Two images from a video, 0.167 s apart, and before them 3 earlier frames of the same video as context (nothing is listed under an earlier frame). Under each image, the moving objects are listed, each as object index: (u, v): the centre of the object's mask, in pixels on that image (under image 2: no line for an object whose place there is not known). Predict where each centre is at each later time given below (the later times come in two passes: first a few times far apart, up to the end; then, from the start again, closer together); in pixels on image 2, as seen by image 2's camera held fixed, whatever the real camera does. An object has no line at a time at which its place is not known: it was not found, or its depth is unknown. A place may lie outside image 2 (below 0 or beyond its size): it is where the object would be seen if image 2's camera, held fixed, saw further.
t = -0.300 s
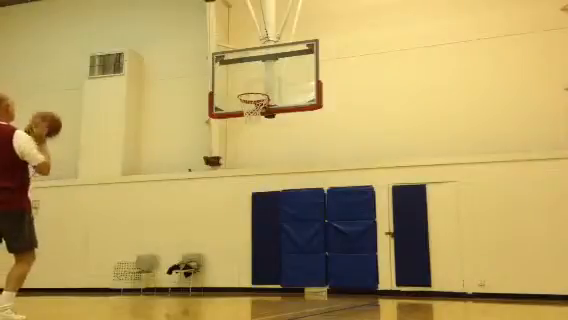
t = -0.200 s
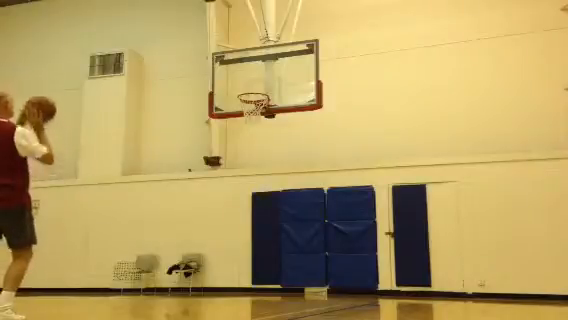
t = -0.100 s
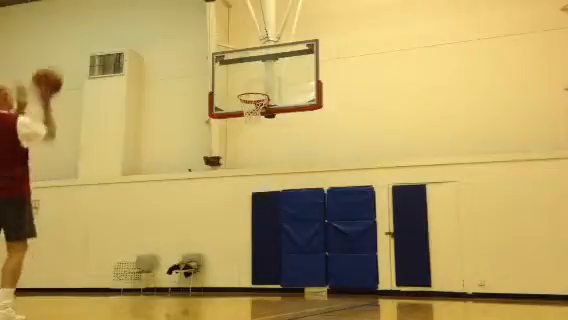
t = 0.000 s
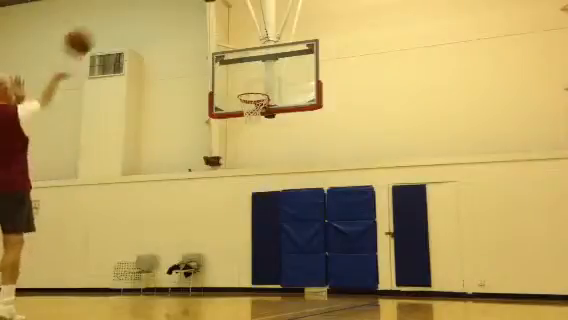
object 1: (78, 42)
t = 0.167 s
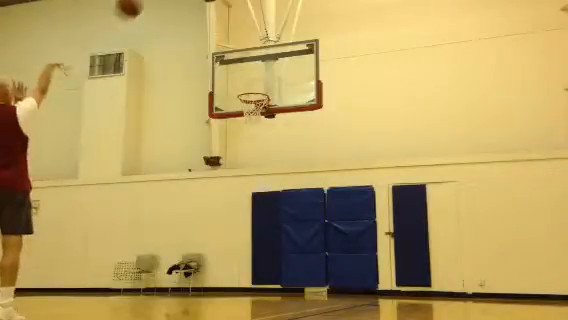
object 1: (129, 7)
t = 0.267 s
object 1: (153, 4)
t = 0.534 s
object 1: (203, 16)
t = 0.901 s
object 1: (250, 93)
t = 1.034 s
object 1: (253, 109)
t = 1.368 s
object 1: (245, 156)
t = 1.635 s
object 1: (237, 253)
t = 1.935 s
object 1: (235, 226)
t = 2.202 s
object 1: (234, 193)
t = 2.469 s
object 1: (231, 209)
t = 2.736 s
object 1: (226, 281)
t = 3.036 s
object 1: (224, 241)
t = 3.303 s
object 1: (221, 245)
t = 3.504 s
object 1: (216, 287)
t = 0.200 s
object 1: (138, 6)
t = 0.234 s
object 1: (146, 5)
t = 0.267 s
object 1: (153, 4)
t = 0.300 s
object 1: (161, 3)
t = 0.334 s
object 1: (167, 3)
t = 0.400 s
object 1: (180, 5)
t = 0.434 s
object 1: (186, 6)
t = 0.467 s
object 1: (192, 8)
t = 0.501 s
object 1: (197, 11)
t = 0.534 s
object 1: (203, 16)
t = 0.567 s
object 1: (208, 21)
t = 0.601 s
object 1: (213, 26)
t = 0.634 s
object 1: (218, 33)
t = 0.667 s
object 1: (223, 40)
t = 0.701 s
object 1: (227, 47)
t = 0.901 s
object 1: (250, 93)
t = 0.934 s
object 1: (254, 100)
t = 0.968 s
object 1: (252, 103)
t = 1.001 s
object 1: (252, 105)
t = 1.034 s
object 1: (253, 109)
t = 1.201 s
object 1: (249, 125)
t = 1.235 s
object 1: (248, 129)
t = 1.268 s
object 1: (247, 135)
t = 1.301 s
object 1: (247, 142)
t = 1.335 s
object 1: (246, 149)
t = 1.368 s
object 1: (245, 156)
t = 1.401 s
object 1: (244, 165)
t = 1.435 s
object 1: (244, 175)
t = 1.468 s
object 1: (243, 185)
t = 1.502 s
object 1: (242, 197)
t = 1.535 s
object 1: (240, 209)
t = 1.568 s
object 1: (239, 222)
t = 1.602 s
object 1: (239, 237)
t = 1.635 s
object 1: (237, 253)
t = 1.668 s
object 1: (236, 270)
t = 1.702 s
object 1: (235, 286)
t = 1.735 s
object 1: (235, 282)
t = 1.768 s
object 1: (236, 272)
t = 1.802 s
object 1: (235, 263)
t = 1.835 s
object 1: (235, 252)
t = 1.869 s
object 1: (235, 243)
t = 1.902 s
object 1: (235, 234)
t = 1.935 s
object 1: (235, 226)
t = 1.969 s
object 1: (234, 219)
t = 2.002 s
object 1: (234, 213)
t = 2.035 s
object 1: (235, 208)
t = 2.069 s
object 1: (234, 203)
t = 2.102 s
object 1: (234, 200)
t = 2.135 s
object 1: (234, 196)
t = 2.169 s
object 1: (234, 194)
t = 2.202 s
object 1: (234, 193)
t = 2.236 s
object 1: (233, 192)
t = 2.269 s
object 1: (233, 192)
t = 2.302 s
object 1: (233, 193)
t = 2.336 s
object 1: (233, 194)
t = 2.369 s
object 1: (232, 197)
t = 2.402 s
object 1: (232, 201)
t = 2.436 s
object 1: (231, 205)
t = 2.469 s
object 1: (231, 209)
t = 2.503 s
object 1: (230, 215)
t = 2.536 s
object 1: (230, 222)
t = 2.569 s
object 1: (230, 230)
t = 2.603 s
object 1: (229, 239)
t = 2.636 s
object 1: (228, 249)
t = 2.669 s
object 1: (228, 259)
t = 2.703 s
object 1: (227, 270)
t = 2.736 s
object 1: (226, 281)
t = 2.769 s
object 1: (225, 291)
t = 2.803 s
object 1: (226, 281)
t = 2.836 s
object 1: (226, 274)
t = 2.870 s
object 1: (226, 266)
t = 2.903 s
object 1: (226, 260)
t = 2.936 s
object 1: (225, 254)
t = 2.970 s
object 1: (225, 249)
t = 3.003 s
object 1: (225, 245)
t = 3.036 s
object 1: (224, 241)
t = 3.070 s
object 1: (224, 239)
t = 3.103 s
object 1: (224, 237)
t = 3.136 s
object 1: (223, 236)
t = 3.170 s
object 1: (223, 236)
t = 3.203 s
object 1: (222, 237)
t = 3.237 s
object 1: (222, 239)
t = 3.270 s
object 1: (222, 241)
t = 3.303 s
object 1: (221, 245)
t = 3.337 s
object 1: (220, 249)
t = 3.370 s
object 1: (220, 255)
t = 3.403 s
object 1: (219, 261)
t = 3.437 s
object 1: (218, 269)
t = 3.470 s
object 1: (218, 277)
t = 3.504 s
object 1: (216, 287)
